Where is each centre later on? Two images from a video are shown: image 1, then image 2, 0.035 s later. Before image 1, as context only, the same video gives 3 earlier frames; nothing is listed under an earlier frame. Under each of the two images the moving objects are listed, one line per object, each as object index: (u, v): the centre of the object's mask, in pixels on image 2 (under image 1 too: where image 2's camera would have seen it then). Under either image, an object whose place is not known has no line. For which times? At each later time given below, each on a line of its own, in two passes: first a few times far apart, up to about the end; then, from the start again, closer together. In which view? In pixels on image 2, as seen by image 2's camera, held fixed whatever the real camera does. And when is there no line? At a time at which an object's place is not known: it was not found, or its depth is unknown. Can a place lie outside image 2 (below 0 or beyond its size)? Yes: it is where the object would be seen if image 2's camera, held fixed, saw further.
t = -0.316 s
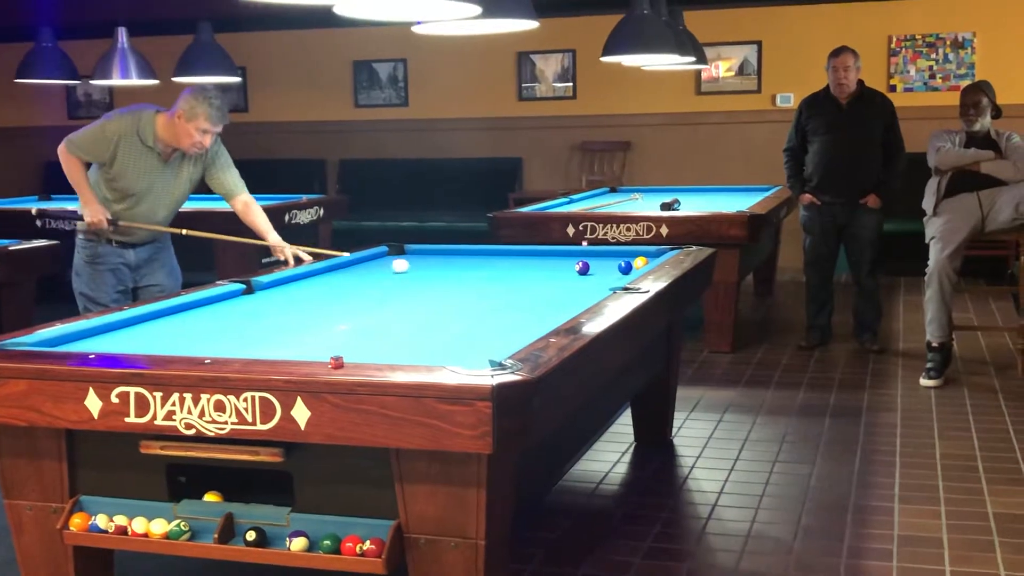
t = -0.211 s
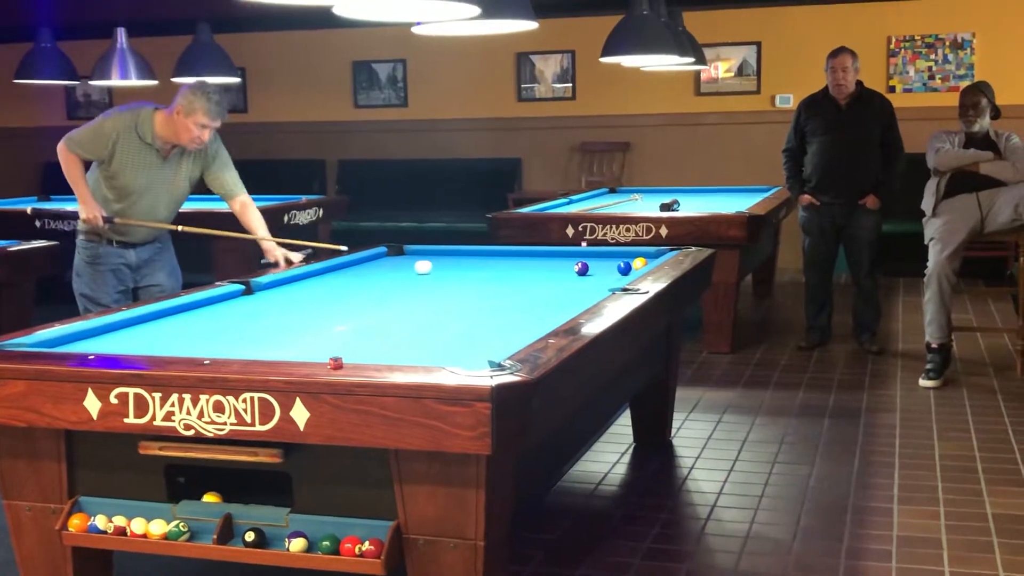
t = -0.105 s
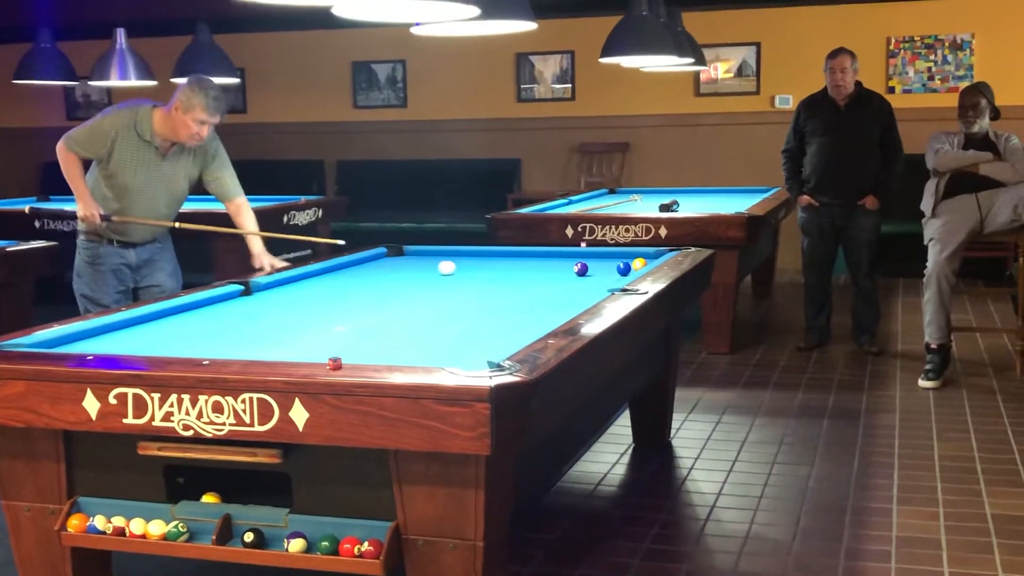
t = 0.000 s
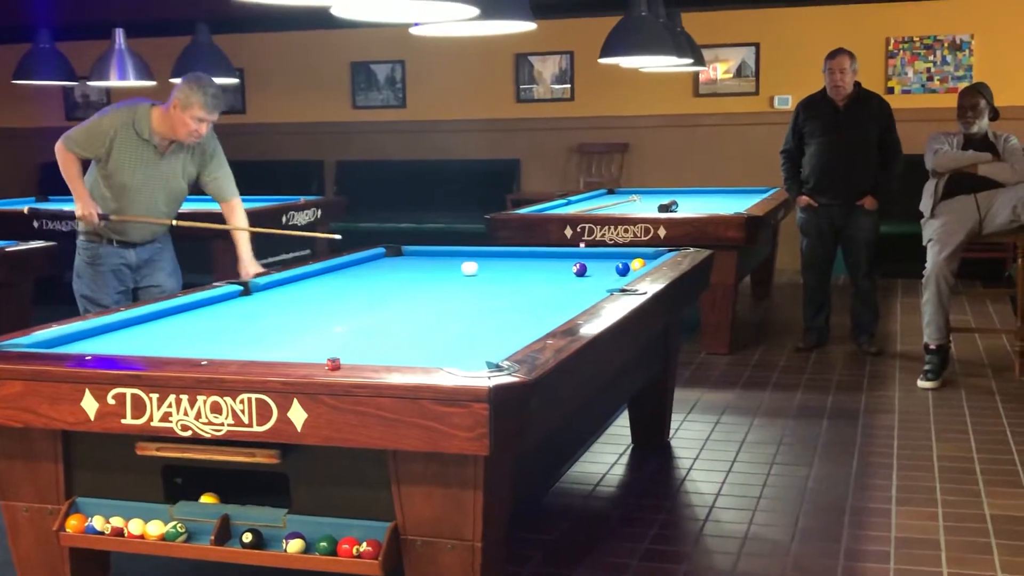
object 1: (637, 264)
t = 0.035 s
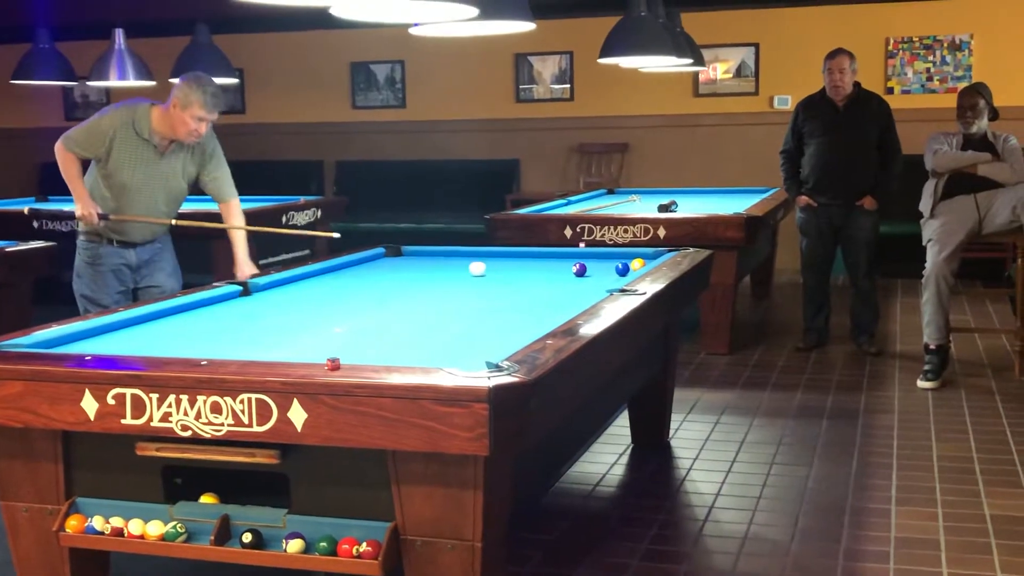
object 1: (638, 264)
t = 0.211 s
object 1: (637, 264)
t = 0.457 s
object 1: (637, 264)
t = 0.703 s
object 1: (637, 264)
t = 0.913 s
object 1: (640, 263)
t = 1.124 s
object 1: (638, 262)
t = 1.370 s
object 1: (632, 259)
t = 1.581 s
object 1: (626, 259)
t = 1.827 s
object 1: (623, 259)
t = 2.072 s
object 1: (619, 259)
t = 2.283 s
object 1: (618, 260)
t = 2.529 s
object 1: (616, 260)
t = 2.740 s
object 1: (616, 260)
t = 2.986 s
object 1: (616, 260)
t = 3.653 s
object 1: (616, 260)
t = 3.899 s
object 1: (616, 260)
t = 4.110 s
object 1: (616, 260)
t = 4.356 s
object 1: (616, 260)
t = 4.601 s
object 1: (616, 260)
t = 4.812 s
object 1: (616, 260)
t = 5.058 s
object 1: (616, 260)
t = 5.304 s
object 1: (616, 260)
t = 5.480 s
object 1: (616, 260)
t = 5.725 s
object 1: (616, 260)
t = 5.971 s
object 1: (616, 260)
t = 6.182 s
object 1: (616, 260)
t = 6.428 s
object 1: (616, 260)
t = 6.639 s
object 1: (616, 260)
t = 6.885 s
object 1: (616, 260)
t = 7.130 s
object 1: (616, 260)
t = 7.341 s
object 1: (616, 260)
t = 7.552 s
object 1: (616, 260)
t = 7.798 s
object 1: (616, 260)
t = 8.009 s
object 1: (616, 260)
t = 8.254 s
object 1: (616, 260)
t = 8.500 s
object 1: (617, 260)
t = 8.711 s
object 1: (616, 260)
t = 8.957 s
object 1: (616, 260)
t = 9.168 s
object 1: (616, 260)
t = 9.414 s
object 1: (616, 260)
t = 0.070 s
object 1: (637, 264)
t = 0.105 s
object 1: (638, 264)
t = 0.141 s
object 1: (637, 264)
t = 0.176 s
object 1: (637, 264)
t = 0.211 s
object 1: (637, 264)
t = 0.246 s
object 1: (637, 264)
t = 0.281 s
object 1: (637, 264)
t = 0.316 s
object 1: (637, 264)
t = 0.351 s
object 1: (637, 264)
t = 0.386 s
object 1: (637, 264)
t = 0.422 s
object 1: (637, 264)
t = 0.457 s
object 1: (637, 264)
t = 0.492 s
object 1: (637, 264)
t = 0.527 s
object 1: (637, 264)
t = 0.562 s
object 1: (637, 264)
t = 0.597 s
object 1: (637, 264)
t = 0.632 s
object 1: (637, 264)
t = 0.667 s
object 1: (637, 264)
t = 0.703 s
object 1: (637, 264)
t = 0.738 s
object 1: (637, 264)
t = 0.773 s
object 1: (638, 264)
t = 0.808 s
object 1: (638, 264)
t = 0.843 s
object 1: (641, 263)
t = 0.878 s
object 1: (641, 263)
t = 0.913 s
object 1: (640, 263)
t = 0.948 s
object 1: (639, 263)
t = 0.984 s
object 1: (639, 263)
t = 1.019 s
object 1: (639, 263)
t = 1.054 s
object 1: (638, 262)
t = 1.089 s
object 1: (638, 262)
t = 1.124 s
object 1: (638, 262)
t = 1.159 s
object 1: (637, 262)
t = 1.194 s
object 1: (636, 261)
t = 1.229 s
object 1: (636, 261)
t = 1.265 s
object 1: (635, 261)
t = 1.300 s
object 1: (635, 261)
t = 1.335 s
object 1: (633, 260)
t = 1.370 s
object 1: (632, 259)
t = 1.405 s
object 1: (632, 259)
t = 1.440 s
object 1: (630, 259)
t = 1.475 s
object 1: (628, 259)
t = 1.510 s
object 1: (627, 259)
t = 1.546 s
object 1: (626, 259)
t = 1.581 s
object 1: (626, 259)
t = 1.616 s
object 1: (625, 259)
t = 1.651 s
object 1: (625, 259)
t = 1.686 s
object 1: (624, 259)
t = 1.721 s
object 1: (623, 259)
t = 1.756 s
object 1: (623, 259)
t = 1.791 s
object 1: (623, 259)
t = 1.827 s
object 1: (623, 259)
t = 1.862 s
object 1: (622, 259)
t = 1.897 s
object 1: (622, 259)
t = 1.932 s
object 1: (621, 259)
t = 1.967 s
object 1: (621, 259)
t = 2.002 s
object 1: (620, 259)
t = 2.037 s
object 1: (620, 259)
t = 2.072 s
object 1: (619, 259)
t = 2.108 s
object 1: (619, 259)
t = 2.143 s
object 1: (619, 260)
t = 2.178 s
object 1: (618, 260)
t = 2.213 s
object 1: (618, 259)
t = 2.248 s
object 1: (618, 260)
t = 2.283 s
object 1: (618, 260)
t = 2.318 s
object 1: (618, 260)
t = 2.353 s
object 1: (618, 260)
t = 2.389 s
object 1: (617, 260)
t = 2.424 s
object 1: (617, 260)
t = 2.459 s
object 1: (617, 260)
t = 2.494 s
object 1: (617, 260)
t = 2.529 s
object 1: (616, 260)
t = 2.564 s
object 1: (616, 260)
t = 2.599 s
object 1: (616, 260)
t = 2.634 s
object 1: (617, 260)
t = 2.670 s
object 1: (616, 260)
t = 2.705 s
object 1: (616, 260)
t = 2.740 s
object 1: (616, 260)
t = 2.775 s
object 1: (615, 261)
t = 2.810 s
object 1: (617, 260)
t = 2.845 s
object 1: (616, 260)
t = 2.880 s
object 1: (616, 260)
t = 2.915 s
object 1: (616, 260)
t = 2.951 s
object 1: (616, 260)
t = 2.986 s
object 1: (616, 260)
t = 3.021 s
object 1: (616, 260)
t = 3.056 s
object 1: (616, 260)
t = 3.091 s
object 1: (616, 259)
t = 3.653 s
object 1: (616, 260)
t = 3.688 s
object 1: (616, 260)
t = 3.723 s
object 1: (616, 260)
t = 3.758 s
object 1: (616, 260)
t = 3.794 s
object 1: (616, 260)
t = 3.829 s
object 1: (616, 260)
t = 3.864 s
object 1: (616, 260)
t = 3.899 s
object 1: (616, 260)
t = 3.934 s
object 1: (616, 260)
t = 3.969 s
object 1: (616, 260)
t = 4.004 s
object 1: (616, 260)
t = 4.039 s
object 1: (616, 260)
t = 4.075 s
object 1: (616, 260)
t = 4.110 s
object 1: (616, 260)
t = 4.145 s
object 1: (616, 260)
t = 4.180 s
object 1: (616, 260)
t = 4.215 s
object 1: (616, 260)
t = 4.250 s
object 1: (616, 260)
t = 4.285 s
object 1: (616, 260)
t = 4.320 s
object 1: (616, 260)
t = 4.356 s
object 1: (616, 260)
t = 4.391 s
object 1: (616, 260)
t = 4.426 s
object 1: (616, 260)
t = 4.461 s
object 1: (616, 260)
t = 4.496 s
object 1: (616, 260)
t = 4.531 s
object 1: (616, 260)
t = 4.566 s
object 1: (616, 260)
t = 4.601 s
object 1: (616, 260)
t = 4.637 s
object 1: (616, 260)
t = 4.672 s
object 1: (616, 260)
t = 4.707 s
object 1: (616, 260)
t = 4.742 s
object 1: (616, 260)
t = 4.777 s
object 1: (616, 260)
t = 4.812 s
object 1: (616, 260)
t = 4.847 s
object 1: (616, 260)
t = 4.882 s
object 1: (616, 260)
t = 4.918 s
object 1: (616, 260)
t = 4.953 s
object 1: (616, 260)
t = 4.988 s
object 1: (616, 260)
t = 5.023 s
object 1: (616, 260)
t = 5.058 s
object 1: (616, 260)
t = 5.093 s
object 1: (616, 260)
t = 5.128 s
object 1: (616, 260)
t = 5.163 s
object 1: (616, 260)
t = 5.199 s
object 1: (616, 260)
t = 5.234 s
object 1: (616, 260)
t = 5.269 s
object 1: (616, 260)
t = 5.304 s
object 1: (616, 260)
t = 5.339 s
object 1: (616, 260)
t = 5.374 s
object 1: (616, 260)
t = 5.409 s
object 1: (616, 260)
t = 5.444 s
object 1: (616, 260)
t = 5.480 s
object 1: (616, 260)
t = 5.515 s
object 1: (616, 260)
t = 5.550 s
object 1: (616, 260)
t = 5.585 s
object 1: (616, 260)
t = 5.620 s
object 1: (616, 260)
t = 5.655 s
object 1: (616, 260)
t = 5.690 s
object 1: (616, 260)
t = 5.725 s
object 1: (616, 260)
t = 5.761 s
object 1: (616, 260)
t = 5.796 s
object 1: (616, 260)
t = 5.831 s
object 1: (616, 260)
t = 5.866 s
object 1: (616, 260)
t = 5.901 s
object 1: (616, 260)
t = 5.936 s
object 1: (616, 260)
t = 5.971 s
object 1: (616, 260)
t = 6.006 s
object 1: (616, 260)
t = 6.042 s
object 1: (616, 260)
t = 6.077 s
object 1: (616, 260)
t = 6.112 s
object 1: (616, 260)
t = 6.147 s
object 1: (616, 260)
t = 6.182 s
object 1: (616, 260)
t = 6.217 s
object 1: (616, 260)
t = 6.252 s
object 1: (616, 260)
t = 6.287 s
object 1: (616, 260)
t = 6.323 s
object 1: (616, 260)
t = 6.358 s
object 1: (616, 260)
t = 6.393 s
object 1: (616, 260)
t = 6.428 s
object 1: (616, 260)
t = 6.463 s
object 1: (616, 260)
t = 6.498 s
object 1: (616, 260)
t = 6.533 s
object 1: (616, 260)
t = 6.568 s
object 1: (616, 260)
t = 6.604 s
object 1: (616, 260)
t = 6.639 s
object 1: (616, 260)
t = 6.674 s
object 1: (616, 260)
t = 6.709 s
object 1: (616, 260)
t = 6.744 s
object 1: (616, 260)
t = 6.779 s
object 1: (616, 260)
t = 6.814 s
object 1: (616, 260)
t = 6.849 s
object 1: (616, 260)
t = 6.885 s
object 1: (616, 260)
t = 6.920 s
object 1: (616, 260)
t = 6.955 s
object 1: (616, 260)
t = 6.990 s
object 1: (616, 260)
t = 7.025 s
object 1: (616, 260)
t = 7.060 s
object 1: (616, 260)
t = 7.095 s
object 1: (616, 260)
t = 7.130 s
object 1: (616, 260)
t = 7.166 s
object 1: (616, 260)
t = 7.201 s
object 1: (616, 260)
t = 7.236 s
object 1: (616, 260)
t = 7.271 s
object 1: (616, 260)
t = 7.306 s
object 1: (616, 260)
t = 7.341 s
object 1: (616, 260)
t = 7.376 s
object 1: (616, 260)
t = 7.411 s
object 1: (616, 260)
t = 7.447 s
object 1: (616, 260)
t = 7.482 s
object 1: (616, 260)
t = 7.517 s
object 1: (616, 260)
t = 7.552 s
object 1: (616, 260)
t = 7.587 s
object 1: (616, 260)
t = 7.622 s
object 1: (616, 260)
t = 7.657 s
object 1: (616, 260)
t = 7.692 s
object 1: (616, 260)
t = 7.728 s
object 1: (616, 260)
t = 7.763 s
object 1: (617, 260)
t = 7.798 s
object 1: (616, 260)
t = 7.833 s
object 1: (616, 260)
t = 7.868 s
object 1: (616, 260)
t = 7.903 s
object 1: (616, 260)
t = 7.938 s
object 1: (616, 260)
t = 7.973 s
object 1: (616, 260)
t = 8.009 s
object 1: (616, 260)
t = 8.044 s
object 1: (616, 260)
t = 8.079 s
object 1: (616, 260)
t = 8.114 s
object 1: (616, 260)
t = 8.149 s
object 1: (616, 260)
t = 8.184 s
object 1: (616, 260)
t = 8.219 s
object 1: (616, 260)
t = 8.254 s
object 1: (616, 260)
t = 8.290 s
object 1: (616, 260)
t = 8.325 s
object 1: (616, 260)
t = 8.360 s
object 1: (616, 260)
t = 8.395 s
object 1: (616, 260)
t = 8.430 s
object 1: (616, 260)
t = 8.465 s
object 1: (616, 260)
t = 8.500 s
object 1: (617, 260)
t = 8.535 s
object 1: (616, 260)
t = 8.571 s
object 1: (617, 260)
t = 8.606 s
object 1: (616, 260)
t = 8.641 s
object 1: (617, 260)
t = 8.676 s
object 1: (617, 260)
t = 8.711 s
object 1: (616, 260)
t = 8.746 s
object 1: (616, 260)
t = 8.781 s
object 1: (616, 260)
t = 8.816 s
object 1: (616, 260)
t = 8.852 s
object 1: (616, 260)
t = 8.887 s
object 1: (616, 260)
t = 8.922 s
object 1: (616, 260)
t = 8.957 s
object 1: (616, 260)
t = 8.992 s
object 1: (616, 260)
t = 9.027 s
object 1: (616, 260)
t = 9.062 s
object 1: (612, 261)
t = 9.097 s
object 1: (616, 260)
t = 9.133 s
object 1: (616, 260)
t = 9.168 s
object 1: (616, 260)
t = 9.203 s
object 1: (617, 262)
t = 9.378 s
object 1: (614, 262)
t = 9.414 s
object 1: (616, 260)
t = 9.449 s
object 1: (616, 260)
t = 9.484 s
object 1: (616, 260)
